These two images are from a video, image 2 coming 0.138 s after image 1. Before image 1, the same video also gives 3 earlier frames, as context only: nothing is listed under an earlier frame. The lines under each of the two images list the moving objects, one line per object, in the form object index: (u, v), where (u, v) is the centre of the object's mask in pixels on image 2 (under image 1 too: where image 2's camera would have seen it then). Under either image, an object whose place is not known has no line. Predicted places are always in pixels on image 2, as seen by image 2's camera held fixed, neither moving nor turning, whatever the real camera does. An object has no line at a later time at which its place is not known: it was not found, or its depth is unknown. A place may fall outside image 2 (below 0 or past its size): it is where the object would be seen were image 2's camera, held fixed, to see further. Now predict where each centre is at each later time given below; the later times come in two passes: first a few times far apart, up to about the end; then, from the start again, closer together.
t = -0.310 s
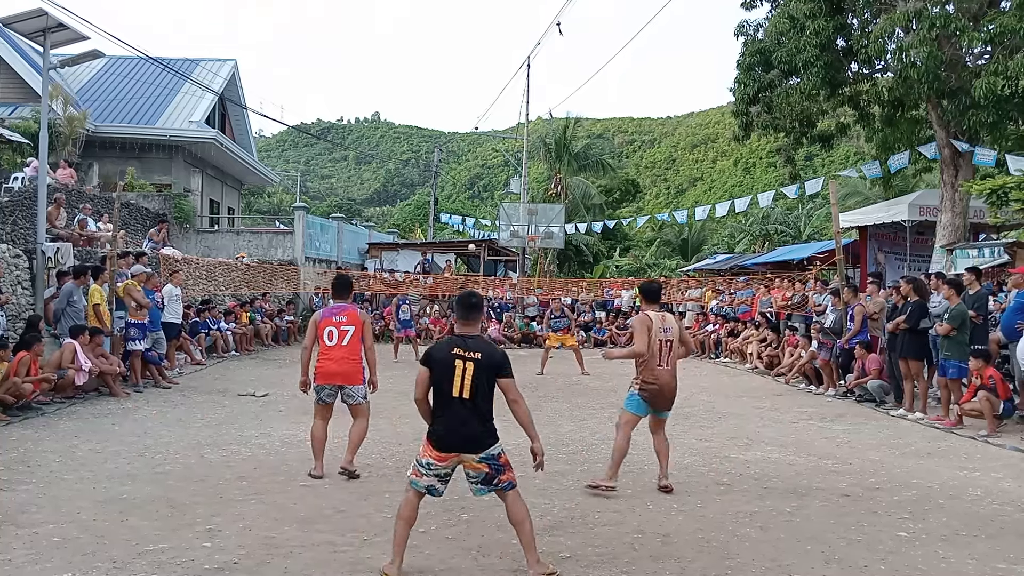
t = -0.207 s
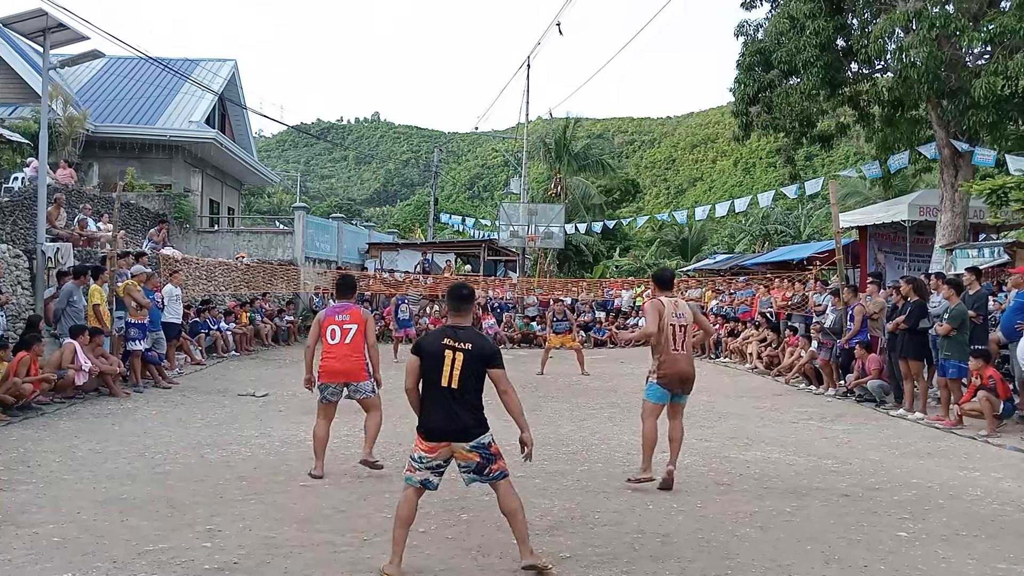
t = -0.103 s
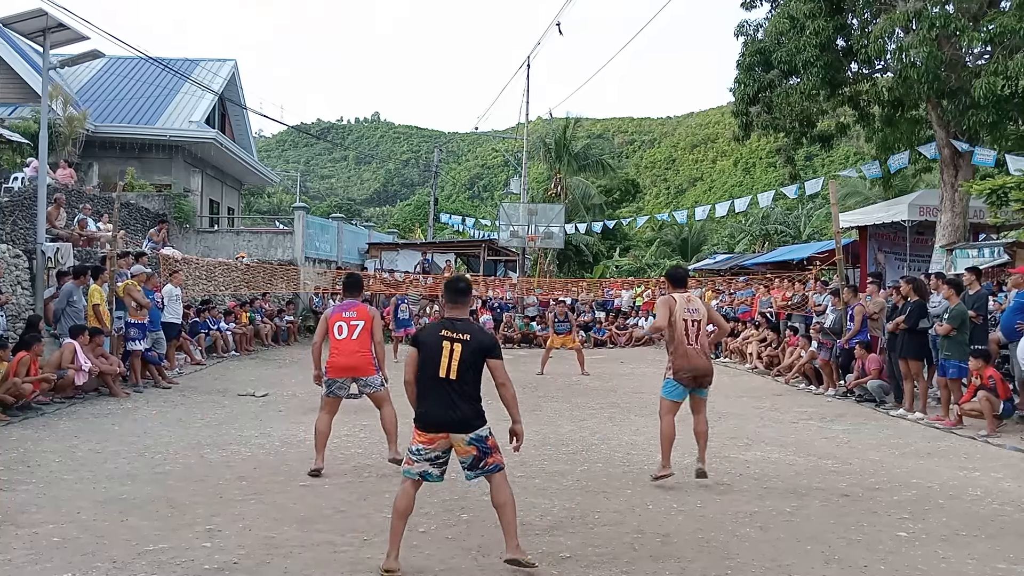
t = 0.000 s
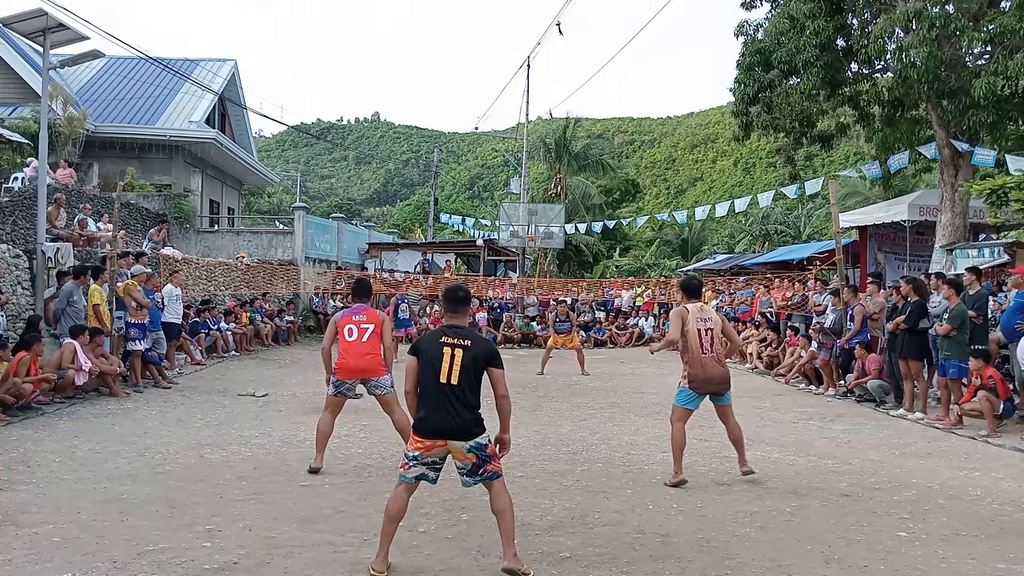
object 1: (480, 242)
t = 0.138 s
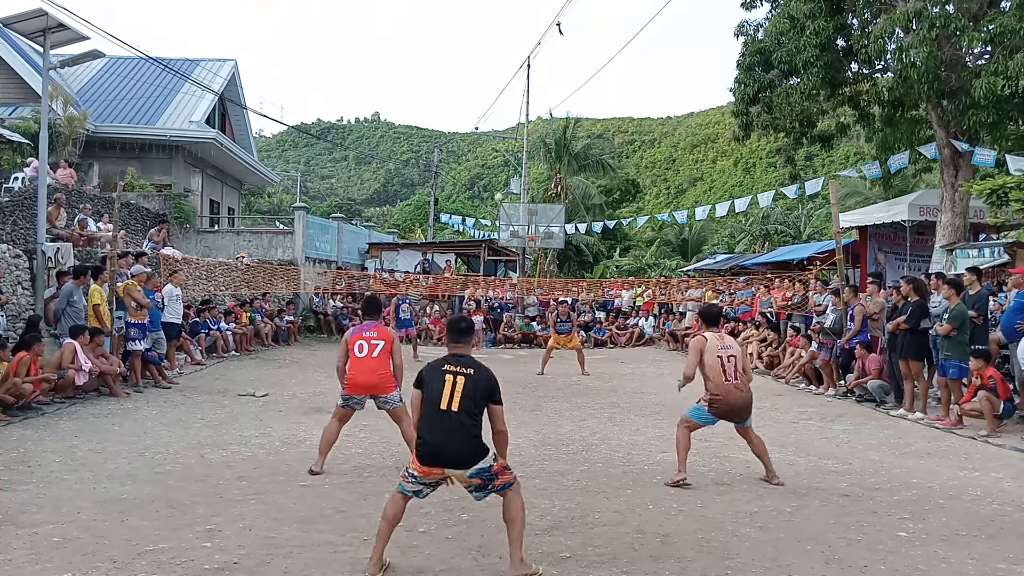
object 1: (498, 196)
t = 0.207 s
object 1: (509, 175)
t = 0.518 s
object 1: (580, 88)
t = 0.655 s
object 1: (629, 56)
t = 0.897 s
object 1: (765, 28)
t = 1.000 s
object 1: (860, 36)
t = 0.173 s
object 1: (504, 186)
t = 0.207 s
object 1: (509, 175)
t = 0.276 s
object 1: (520, 155)
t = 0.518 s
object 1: (580, 88)
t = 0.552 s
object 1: (591, 79)
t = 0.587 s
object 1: (603, 72)
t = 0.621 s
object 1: (616, 63)
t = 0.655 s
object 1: (629, 56)
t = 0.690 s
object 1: (643, 50)
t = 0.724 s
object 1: (659, 44)
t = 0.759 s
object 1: (676, 39)
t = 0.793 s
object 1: (695, 35)
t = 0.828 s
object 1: (715, 31)
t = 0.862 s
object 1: (740, 29)
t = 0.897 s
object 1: (765, 28)
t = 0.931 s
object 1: (792, 29)
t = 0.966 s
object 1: (824, 32)
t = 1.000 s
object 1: (860, 36)
